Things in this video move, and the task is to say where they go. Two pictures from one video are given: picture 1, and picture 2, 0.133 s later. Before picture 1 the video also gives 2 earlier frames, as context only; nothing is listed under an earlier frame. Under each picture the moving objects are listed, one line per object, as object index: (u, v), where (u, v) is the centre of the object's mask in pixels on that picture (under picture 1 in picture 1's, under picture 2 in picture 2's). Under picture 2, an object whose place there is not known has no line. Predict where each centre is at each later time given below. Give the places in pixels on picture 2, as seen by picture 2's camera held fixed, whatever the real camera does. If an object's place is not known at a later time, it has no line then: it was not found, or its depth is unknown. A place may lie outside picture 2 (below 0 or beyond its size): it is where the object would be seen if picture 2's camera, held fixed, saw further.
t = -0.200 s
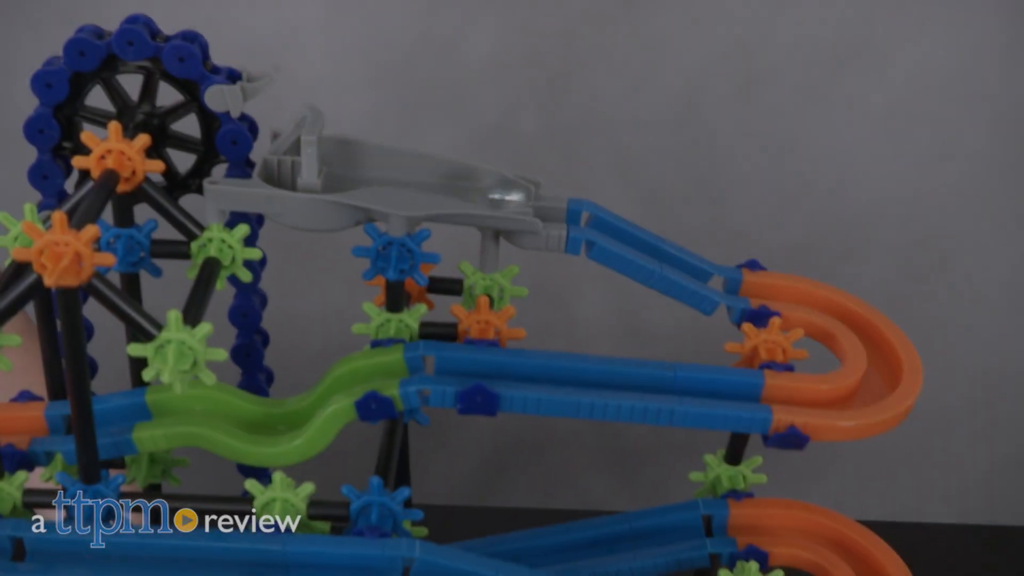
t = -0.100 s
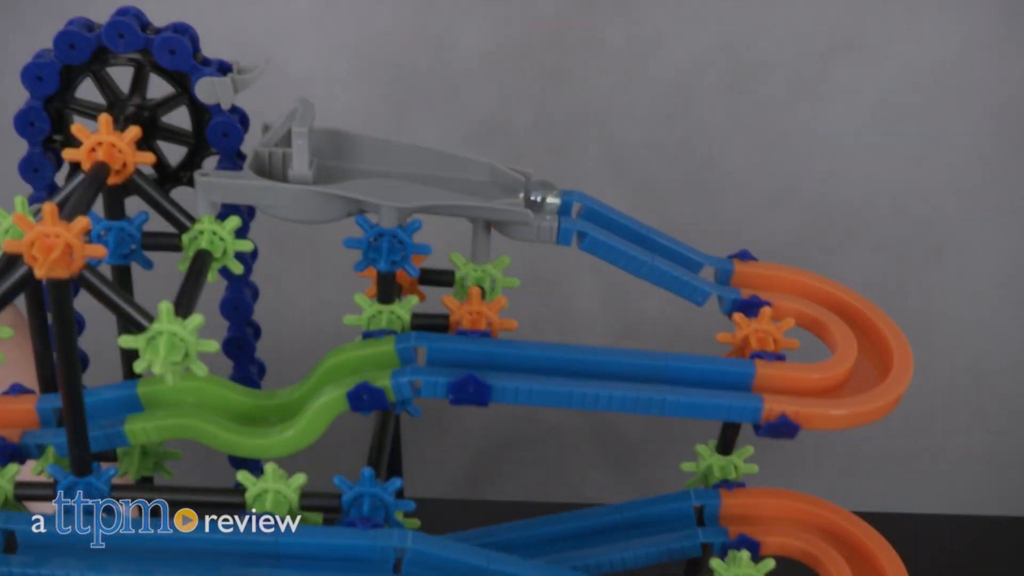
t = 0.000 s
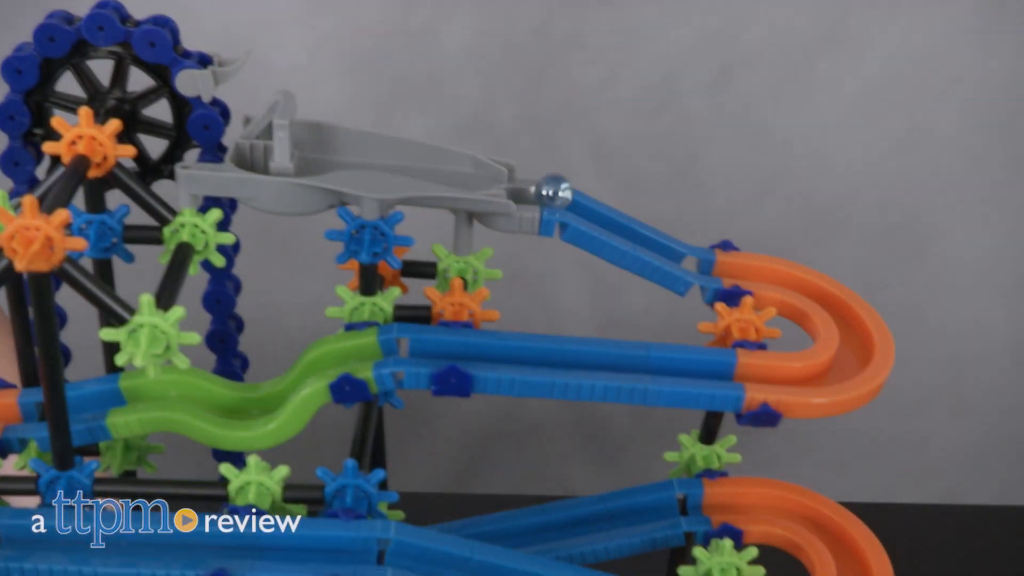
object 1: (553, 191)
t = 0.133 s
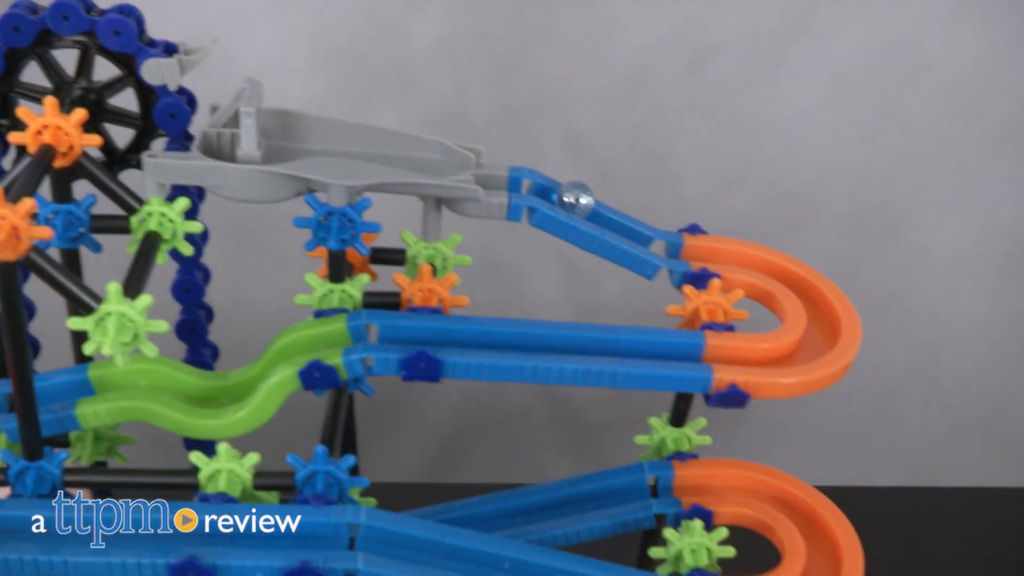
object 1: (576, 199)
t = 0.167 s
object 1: (595, 207)
